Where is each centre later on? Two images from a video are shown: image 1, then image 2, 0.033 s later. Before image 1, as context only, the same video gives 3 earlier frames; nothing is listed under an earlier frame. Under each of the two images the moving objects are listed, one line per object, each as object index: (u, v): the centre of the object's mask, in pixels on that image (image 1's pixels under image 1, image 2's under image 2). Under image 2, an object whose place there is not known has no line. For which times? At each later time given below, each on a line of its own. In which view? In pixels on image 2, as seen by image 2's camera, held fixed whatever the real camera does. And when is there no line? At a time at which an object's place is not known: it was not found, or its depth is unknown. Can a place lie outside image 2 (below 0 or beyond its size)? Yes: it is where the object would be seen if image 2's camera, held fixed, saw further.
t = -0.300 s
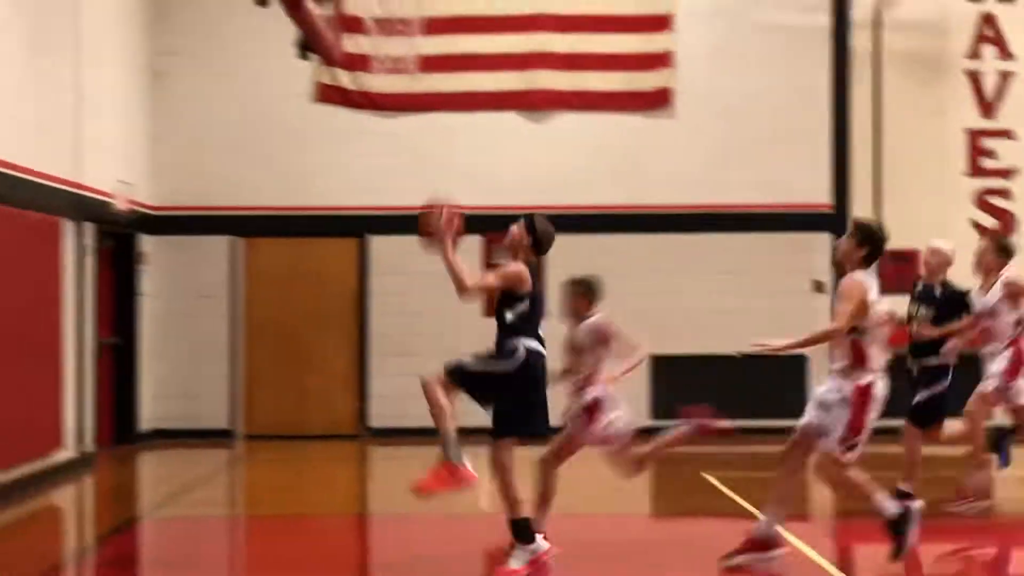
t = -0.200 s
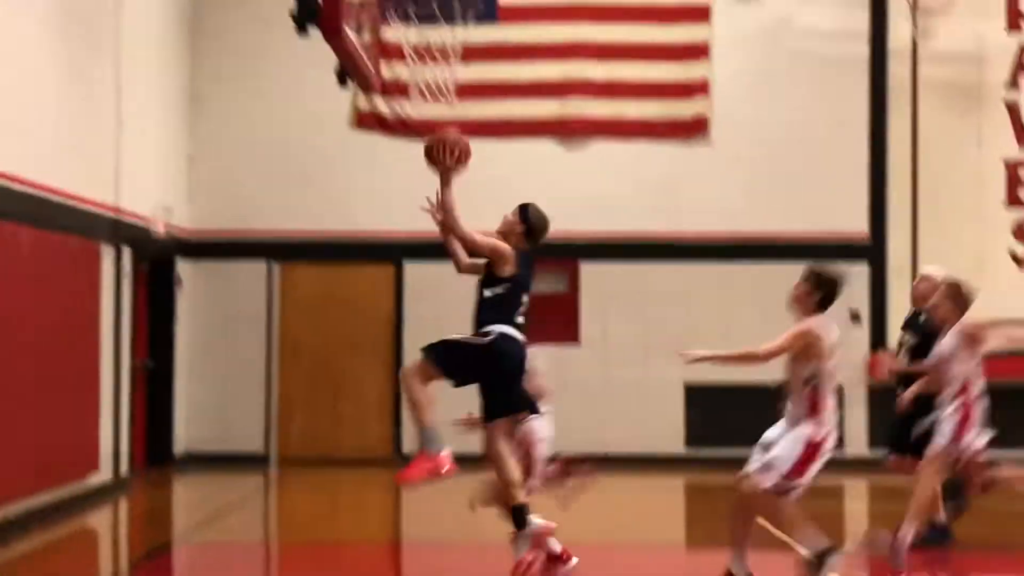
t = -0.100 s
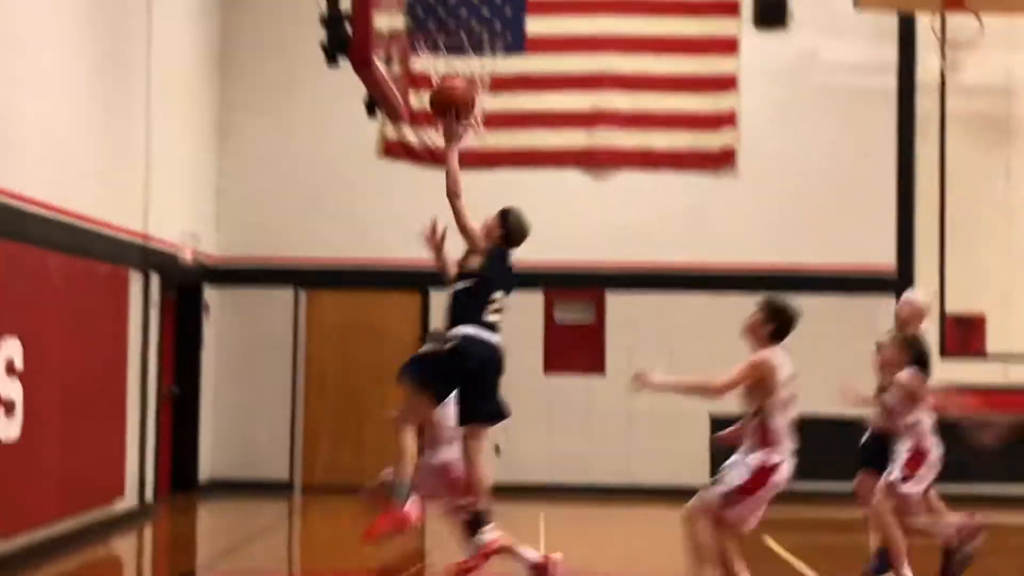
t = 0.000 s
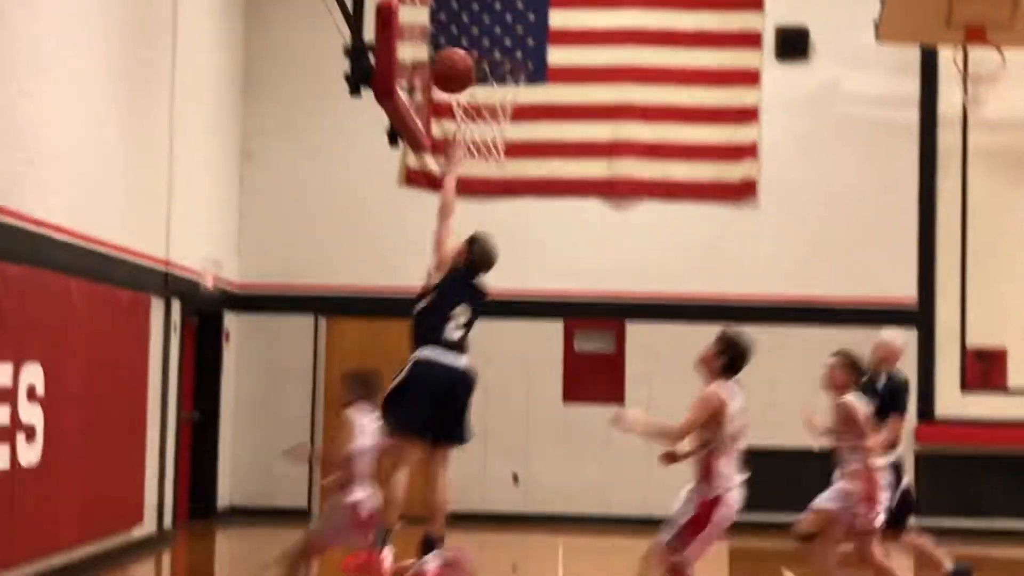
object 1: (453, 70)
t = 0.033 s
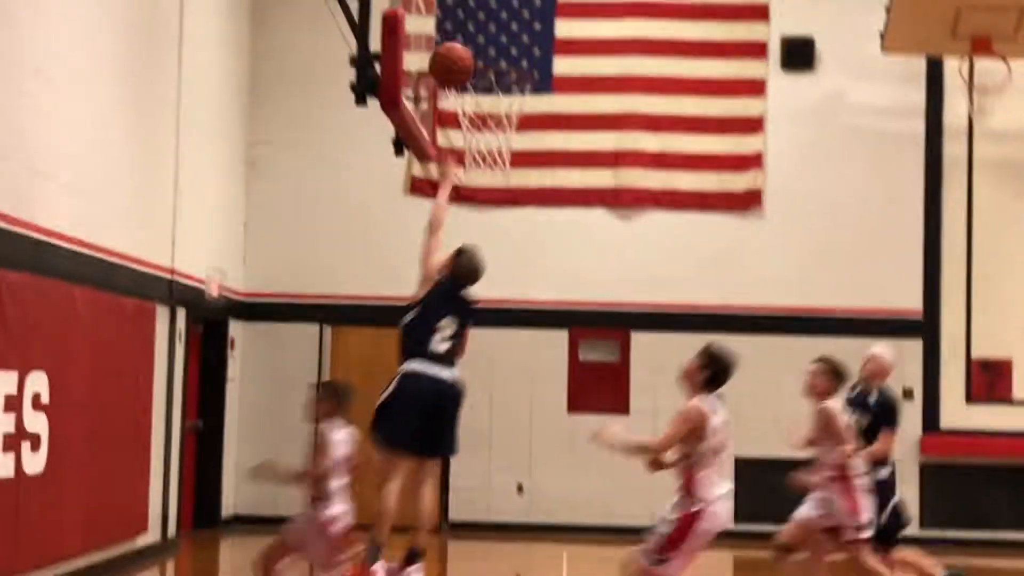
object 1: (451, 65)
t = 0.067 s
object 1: (444, 51)
